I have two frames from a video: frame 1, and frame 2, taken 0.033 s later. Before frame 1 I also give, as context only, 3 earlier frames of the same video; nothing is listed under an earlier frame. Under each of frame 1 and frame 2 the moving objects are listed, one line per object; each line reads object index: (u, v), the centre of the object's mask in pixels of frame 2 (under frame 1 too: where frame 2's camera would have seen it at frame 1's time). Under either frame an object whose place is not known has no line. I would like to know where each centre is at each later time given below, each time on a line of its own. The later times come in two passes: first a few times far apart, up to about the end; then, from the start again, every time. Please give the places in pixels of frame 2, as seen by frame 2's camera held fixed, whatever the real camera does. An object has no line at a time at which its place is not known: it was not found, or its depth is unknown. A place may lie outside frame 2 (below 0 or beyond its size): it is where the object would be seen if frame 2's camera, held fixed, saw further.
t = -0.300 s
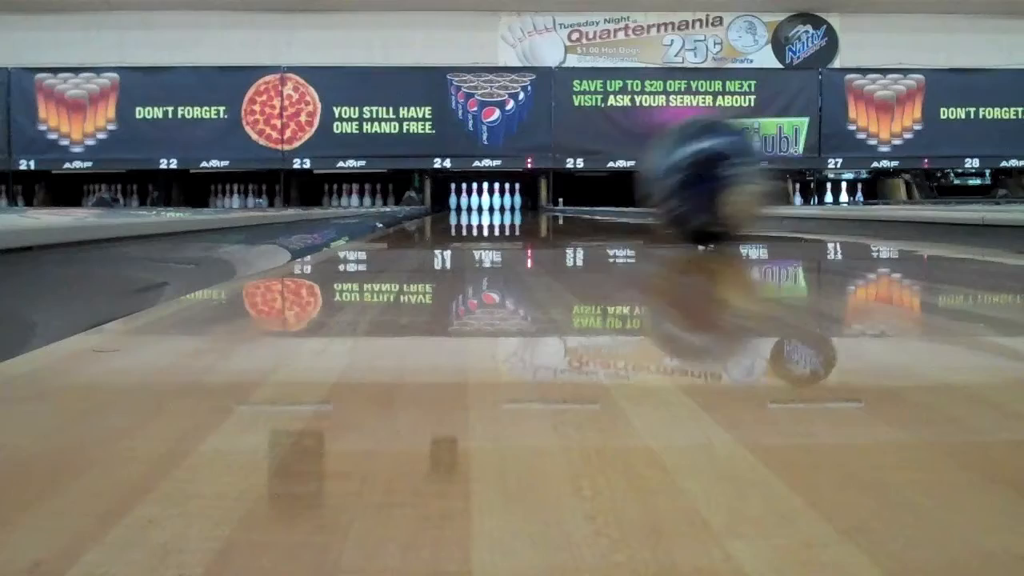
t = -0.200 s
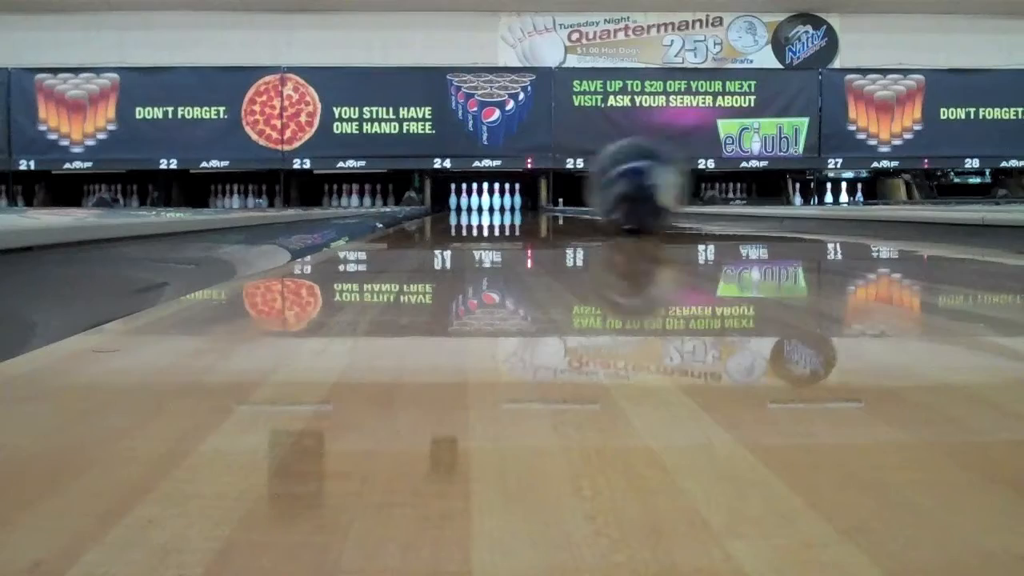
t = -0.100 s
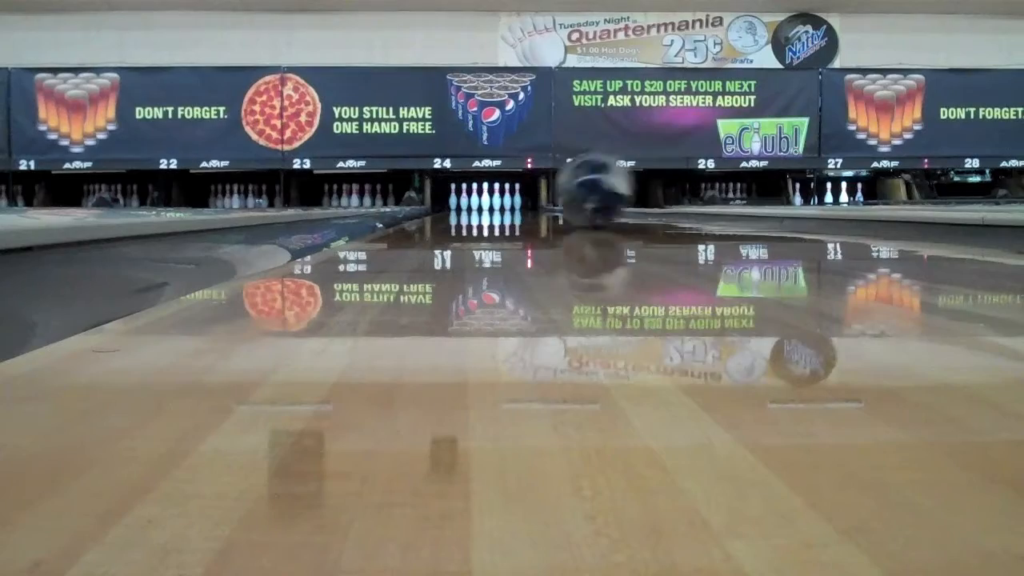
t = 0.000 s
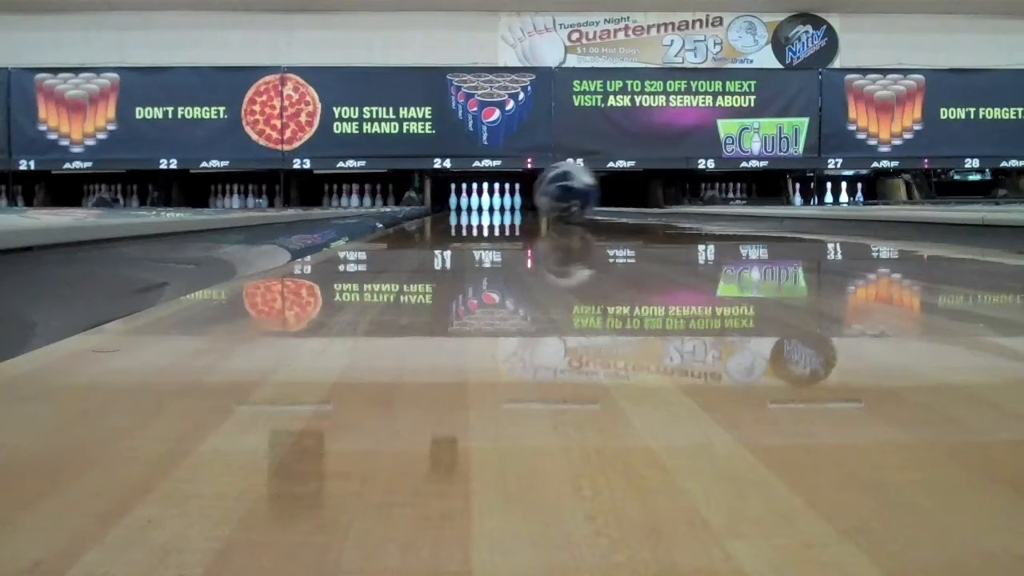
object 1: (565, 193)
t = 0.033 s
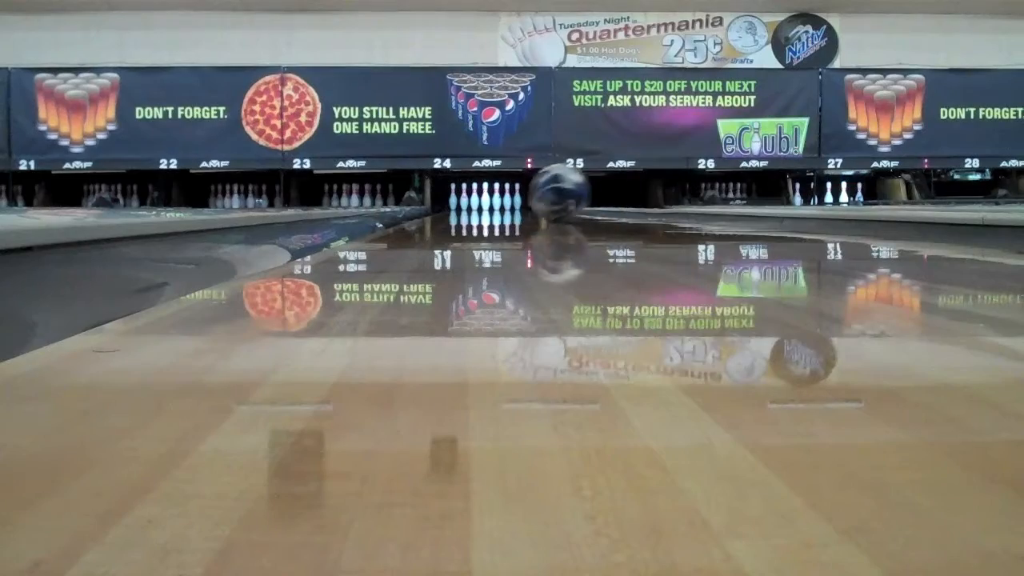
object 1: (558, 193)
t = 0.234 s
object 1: (530, 197)
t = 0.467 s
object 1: (510, 200)
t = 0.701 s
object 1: (497, 201)
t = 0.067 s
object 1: (552, 194)
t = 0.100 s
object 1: (547, 195)
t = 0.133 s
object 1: (542, 196)
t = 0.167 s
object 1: (537, 196)
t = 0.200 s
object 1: (534, 196)
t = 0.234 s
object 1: (530, 197)
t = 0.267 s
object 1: (527, 197)
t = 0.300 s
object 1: (523, 198)
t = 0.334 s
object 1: (520, 198)
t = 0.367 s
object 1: (518, 198)
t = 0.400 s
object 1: (515, 199)
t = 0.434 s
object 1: (512, 199)
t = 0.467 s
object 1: (510, 200)
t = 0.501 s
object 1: (507, 199)
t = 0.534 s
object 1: (505, 199)
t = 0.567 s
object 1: (504, 199)
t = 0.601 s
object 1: (501, 199)
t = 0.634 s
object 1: (499, 200)
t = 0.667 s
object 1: (498, 200)
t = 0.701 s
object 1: (497, 201)
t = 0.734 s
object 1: (495, 201)
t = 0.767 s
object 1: (493, 201)
